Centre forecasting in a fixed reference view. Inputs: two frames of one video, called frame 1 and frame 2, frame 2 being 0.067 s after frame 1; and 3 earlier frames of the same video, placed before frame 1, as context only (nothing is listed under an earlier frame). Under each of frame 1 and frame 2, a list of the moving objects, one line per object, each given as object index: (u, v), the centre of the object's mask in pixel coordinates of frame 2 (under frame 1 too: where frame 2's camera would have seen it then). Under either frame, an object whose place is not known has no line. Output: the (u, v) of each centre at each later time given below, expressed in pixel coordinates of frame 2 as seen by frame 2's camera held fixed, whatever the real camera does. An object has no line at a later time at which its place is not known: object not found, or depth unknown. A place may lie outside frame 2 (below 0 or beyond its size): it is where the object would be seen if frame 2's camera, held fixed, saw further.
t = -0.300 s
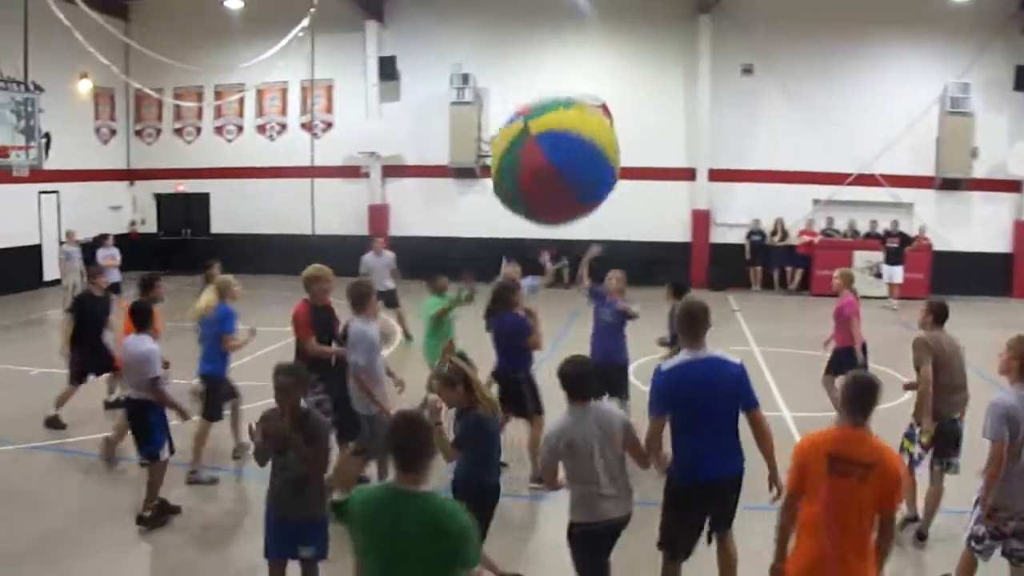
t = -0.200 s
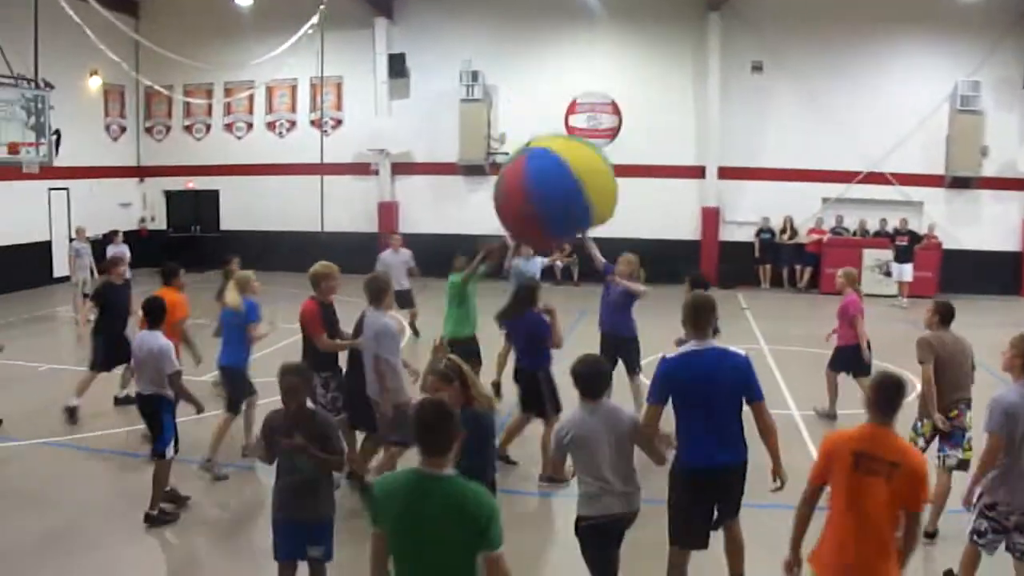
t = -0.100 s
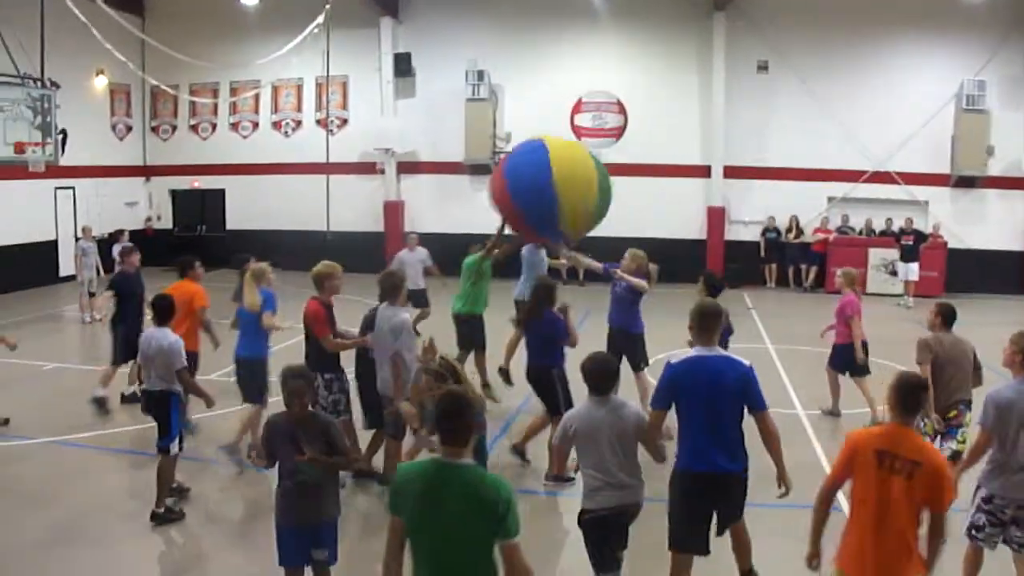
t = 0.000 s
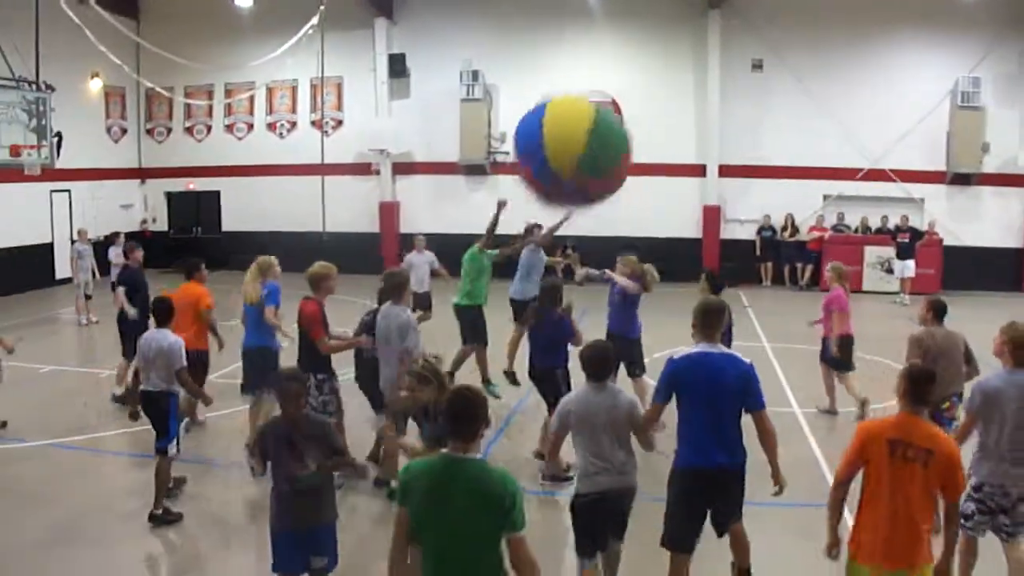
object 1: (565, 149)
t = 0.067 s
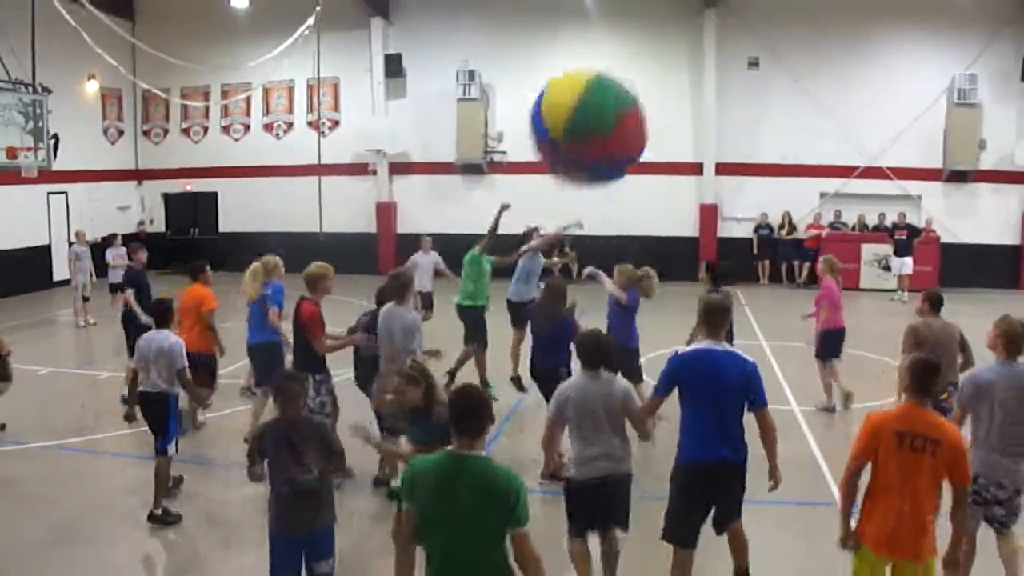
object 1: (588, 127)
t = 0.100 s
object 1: (600, 119)
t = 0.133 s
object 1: (612, 111)
